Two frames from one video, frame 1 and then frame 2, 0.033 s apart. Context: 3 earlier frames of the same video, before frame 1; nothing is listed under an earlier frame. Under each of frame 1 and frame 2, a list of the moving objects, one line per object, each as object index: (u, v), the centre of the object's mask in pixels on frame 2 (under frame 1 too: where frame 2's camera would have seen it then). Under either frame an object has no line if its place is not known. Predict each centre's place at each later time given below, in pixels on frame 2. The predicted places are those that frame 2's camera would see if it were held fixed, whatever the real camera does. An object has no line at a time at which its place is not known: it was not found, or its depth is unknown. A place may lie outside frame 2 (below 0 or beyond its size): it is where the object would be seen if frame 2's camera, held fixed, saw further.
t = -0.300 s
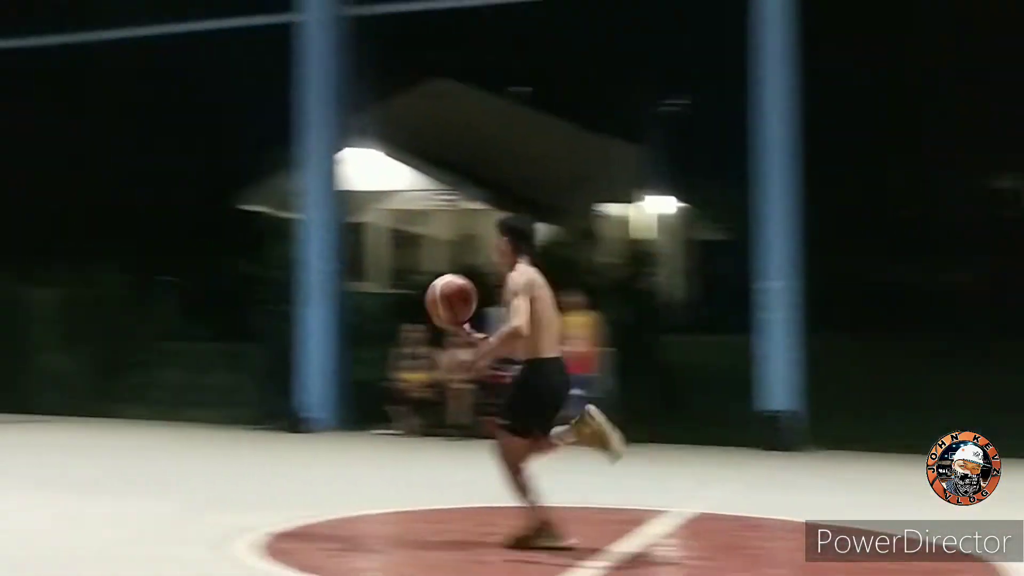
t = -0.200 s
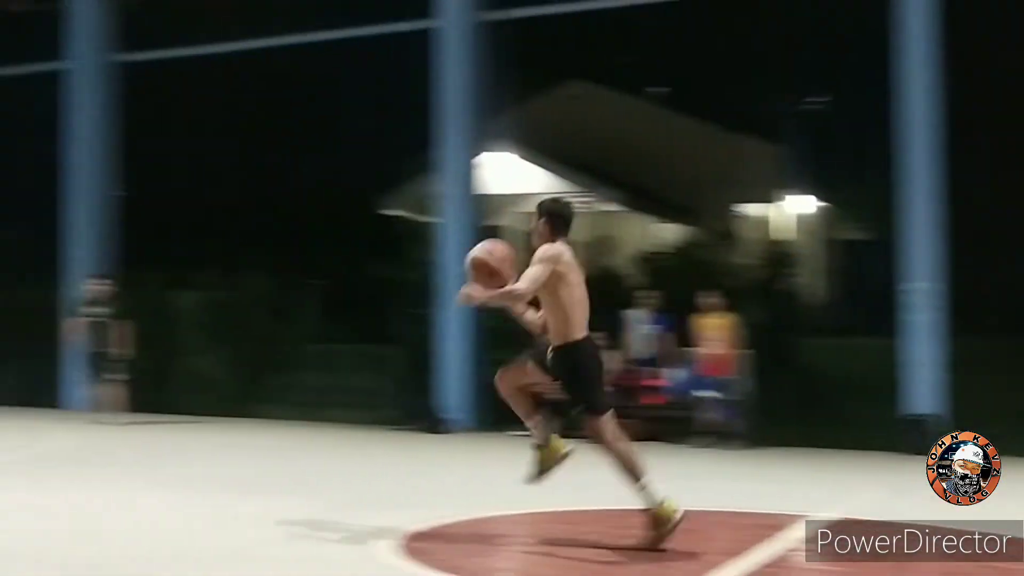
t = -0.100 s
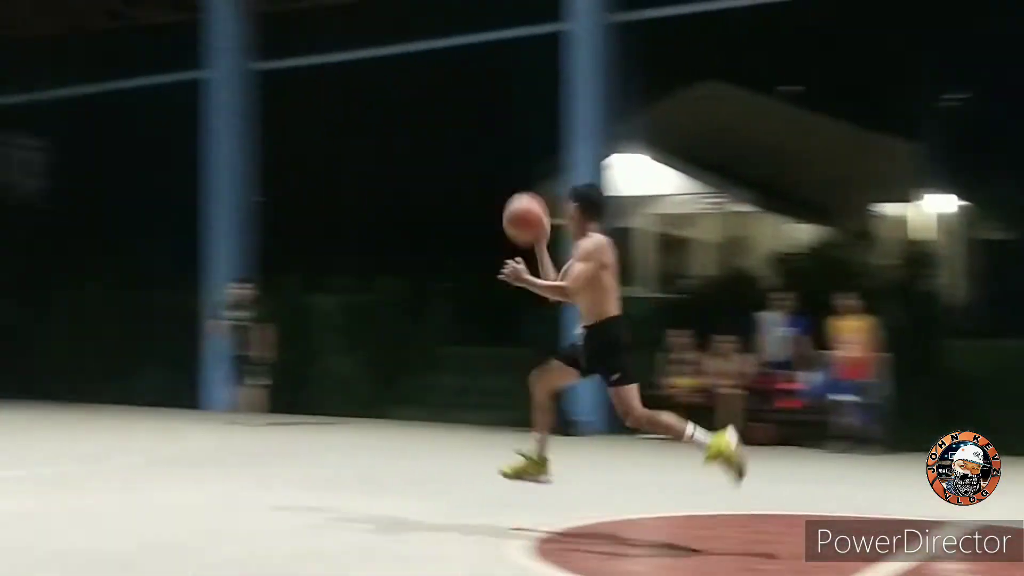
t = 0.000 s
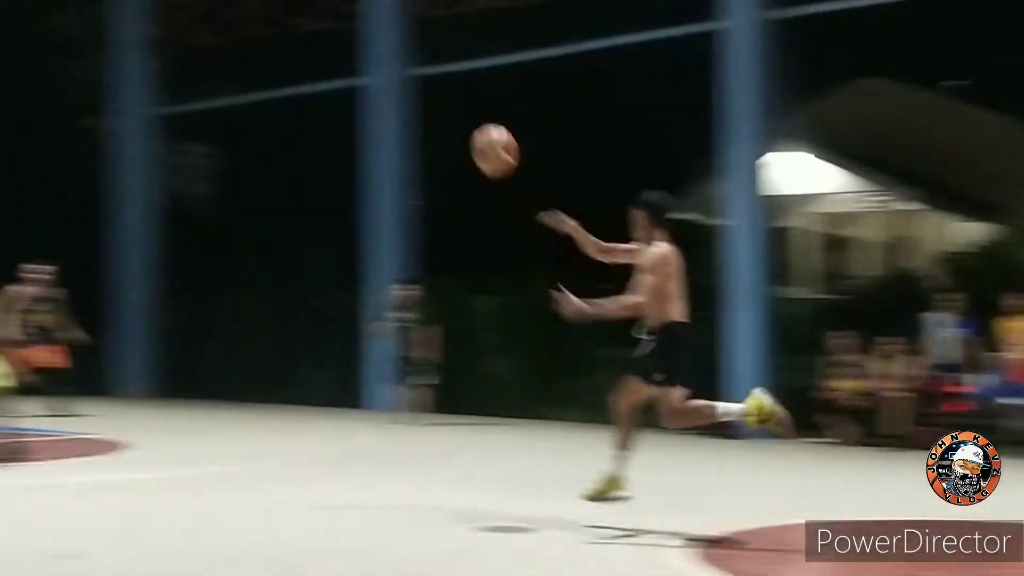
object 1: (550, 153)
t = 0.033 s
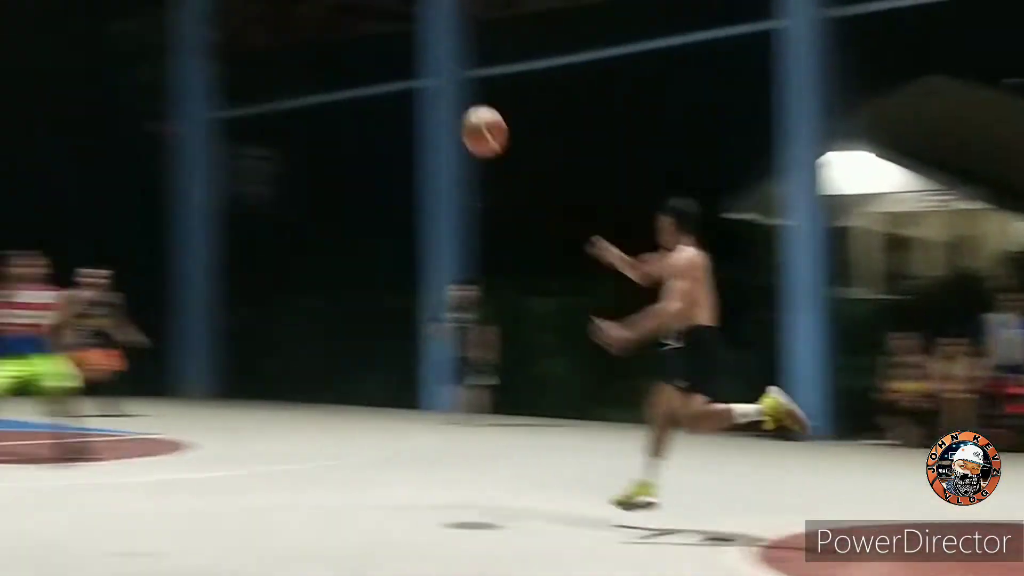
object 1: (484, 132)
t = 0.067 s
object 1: (419, 112)
